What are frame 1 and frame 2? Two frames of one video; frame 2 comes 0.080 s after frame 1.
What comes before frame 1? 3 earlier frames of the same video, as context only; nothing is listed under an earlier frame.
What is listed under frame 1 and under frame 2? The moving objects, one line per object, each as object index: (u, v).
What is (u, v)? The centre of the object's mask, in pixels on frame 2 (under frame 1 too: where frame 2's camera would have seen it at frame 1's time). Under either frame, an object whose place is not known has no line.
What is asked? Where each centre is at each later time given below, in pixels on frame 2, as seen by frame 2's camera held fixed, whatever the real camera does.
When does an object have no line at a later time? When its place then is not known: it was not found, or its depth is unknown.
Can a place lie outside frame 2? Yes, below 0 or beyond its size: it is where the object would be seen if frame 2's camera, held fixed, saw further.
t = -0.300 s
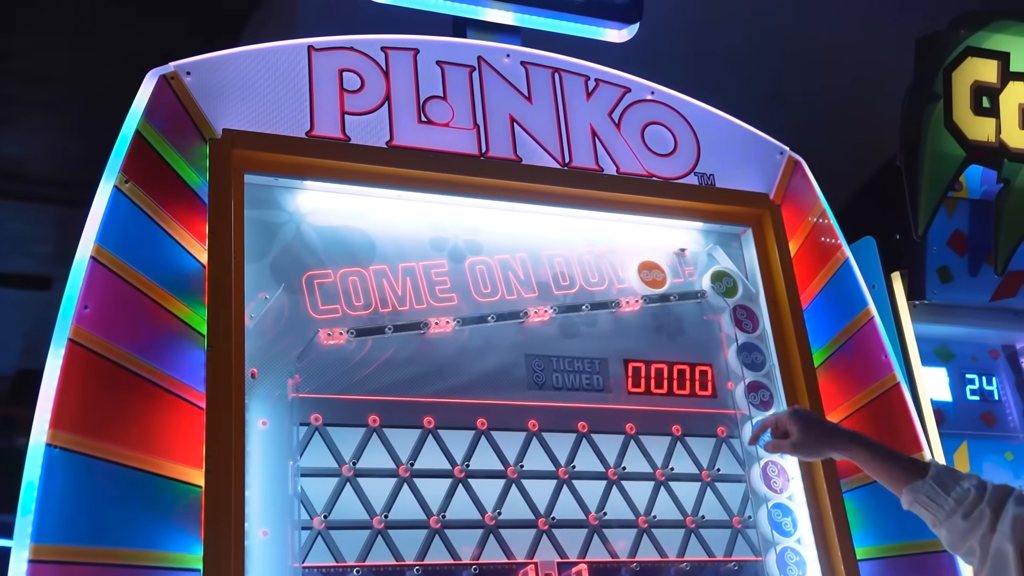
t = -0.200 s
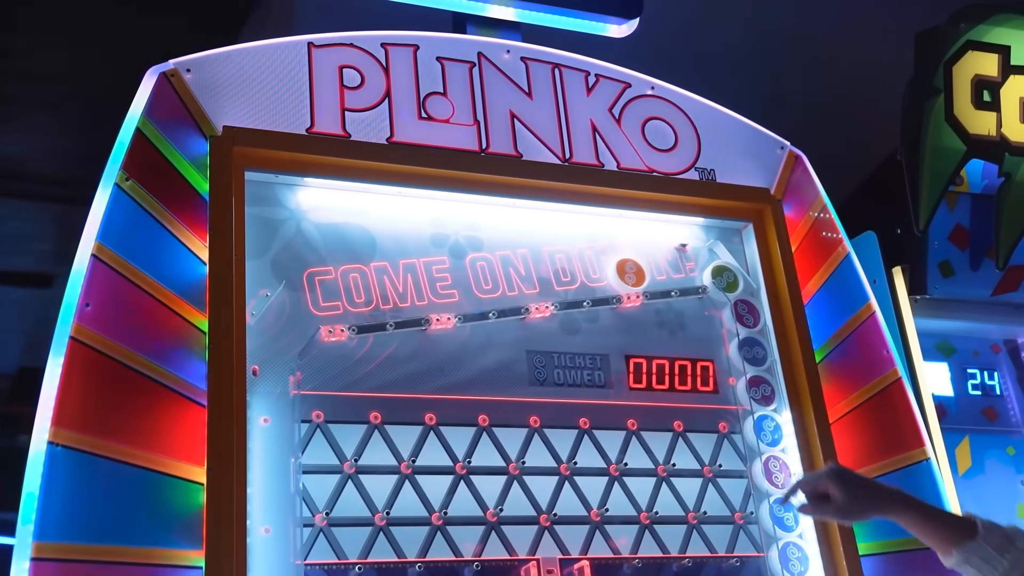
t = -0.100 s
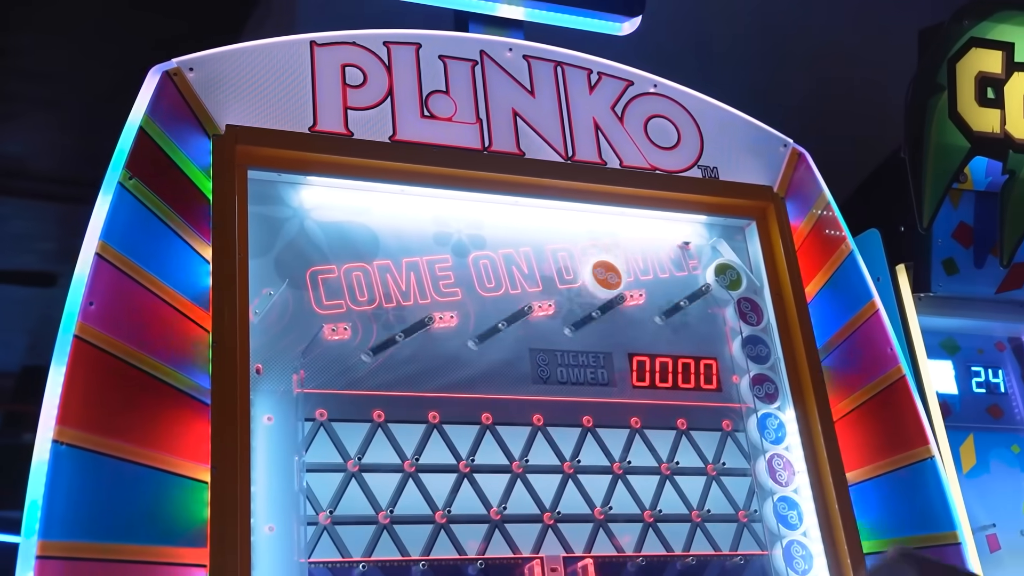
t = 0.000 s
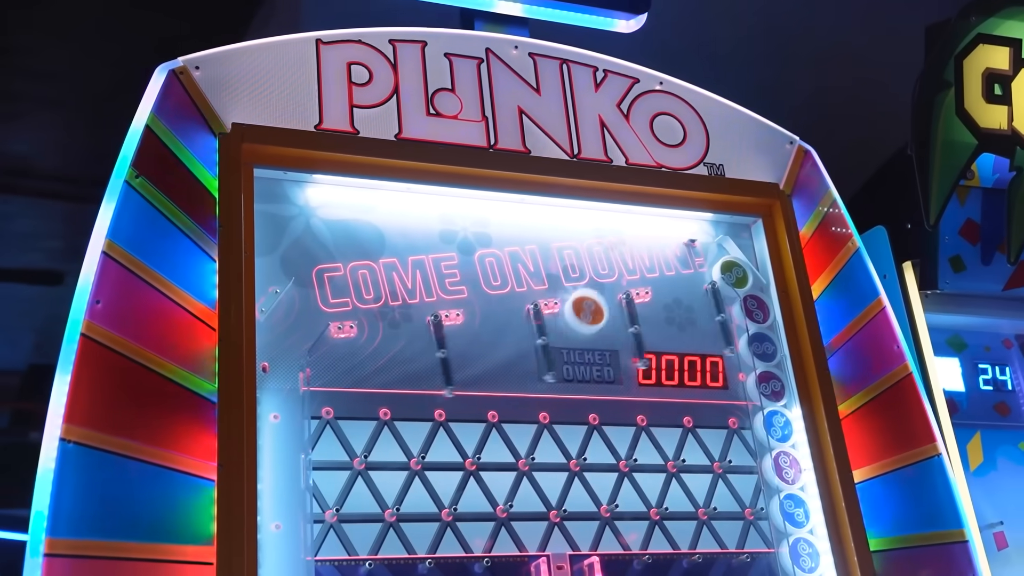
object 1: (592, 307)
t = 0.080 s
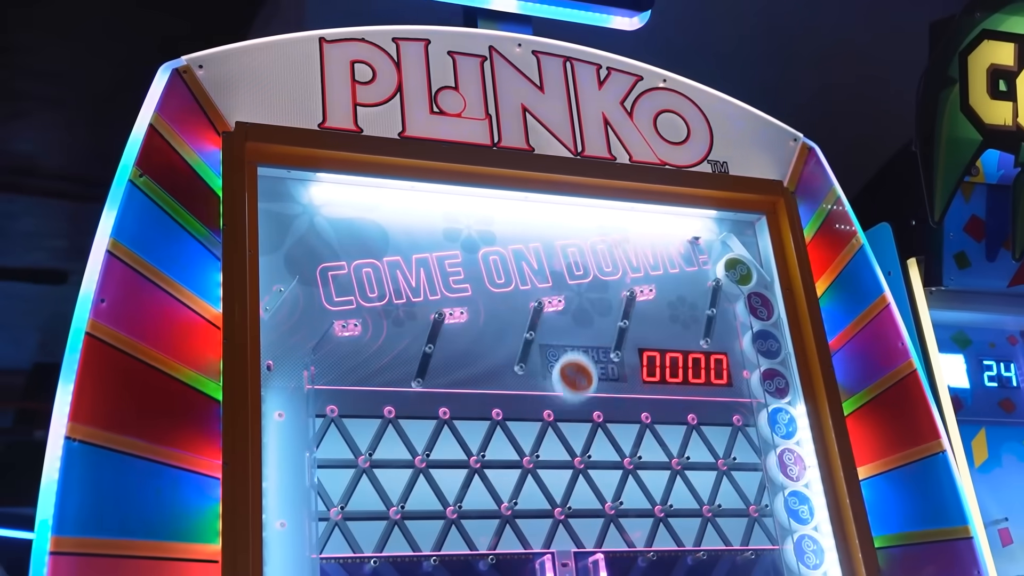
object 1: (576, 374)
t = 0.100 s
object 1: (572, 398)
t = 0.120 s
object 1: (569, 424)
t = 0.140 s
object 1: (559, 442)
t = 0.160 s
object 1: (555, 433)
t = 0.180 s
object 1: (559, 420)
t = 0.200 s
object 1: (563, 411)
